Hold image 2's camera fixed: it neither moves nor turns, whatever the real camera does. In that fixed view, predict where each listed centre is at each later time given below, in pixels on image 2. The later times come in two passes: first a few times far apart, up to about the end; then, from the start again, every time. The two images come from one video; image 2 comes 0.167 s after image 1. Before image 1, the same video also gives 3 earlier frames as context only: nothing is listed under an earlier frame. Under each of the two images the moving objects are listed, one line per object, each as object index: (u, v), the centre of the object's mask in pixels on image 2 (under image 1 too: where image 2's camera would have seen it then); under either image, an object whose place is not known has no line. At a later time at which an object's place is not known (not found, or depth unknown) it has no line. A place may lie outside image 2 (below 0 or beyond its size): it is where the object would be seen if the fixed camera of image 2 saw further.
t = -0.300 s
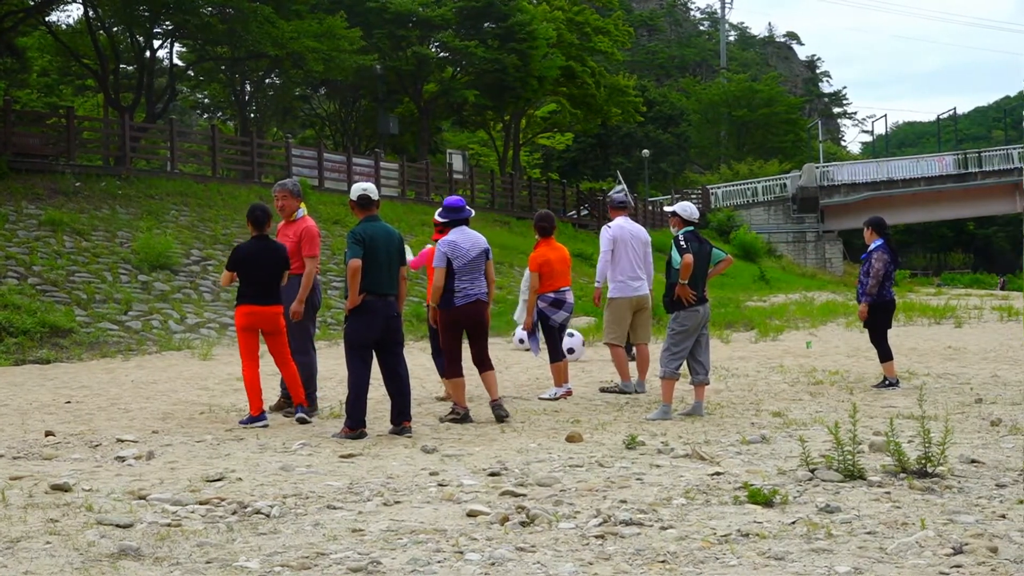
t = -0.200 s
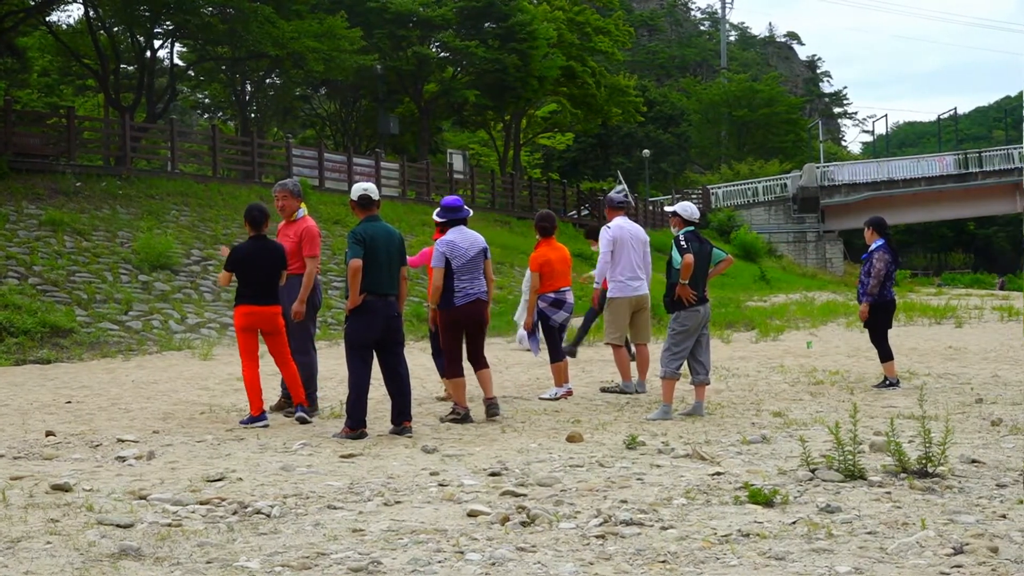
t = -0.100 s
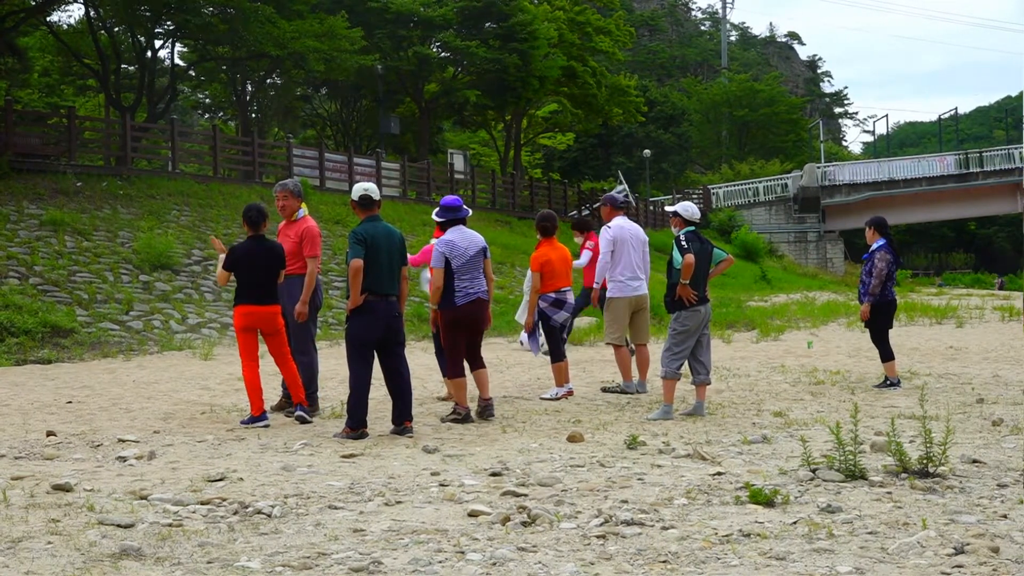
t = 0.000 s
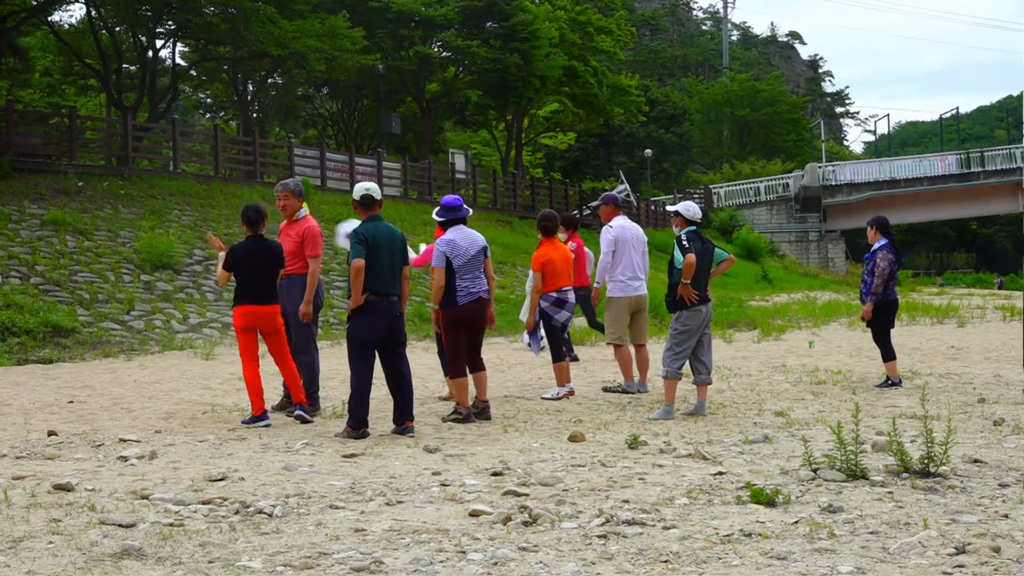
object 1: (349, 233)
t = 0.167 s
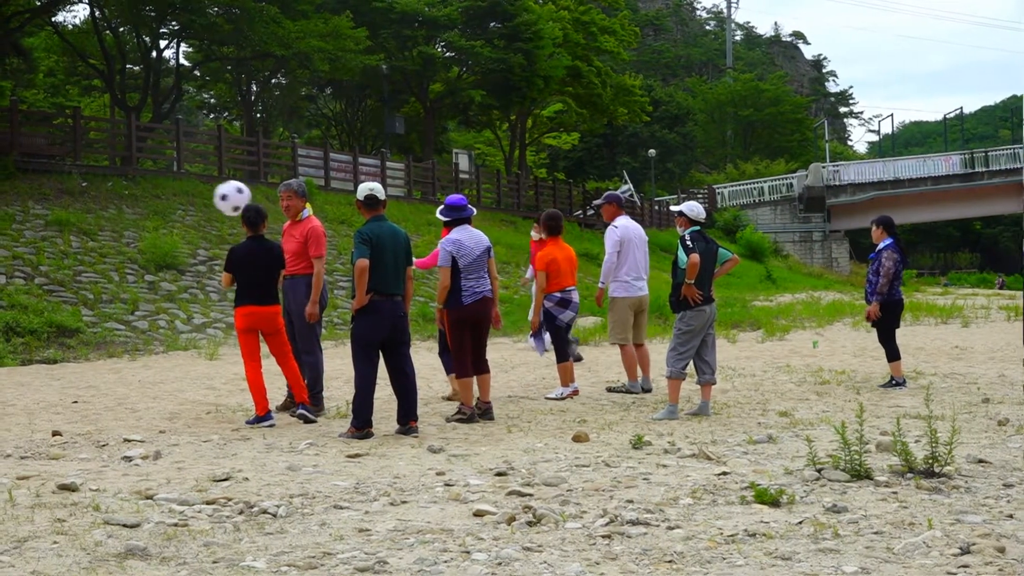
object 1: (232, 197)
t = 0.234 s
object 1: (191, 192)
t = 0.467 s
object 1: (69, 198)
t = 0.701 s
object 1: (-25, 245)
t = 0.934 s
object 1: (-92, 329)
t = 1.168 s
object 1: (-130, 340)
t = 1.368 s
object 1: (-144, 305)
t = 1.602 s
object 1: (-159, 301)
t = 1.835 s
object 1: (-170, 338)
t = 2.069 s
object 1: (-178, 358)
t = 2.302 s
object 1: (-185, 340)
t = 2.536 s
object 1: (-190, 360)
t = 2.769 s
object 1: (-197, 364)
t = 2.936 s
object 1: (-204, 365)
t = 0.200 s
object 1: (211, 194)
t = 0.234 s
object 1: (191, 192)
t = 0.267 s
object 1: (172, 190)
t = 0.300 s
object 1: (154, 190)
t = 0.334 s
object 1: (136, 190)
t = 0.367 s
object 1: (118, 191)
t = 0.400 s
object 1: (102, 192)
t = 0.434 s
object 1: (86, 195)
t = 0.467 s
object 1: (69, 198)
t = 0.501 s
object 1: (54, 202)
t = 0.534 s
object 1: (40, 207)
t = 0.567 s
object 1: (25, 213)
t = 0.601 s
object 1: (12, 219)
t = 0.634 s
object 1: (-1, 227)
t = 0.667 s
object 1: (-14, 236)
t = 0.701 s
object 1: (-25, 245)
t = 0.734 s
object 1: (-36, 254)
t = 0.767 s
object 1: (-46, 266)
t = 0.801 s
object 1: (-57, 277)
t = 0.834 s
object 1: (-66, 289)
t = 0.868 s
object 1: (-75, 301)
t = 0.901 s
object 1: (-84, 315)
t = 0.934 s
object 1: (-92, 329)
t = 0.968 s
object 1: (-100, 343)
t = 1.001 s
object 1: (-108, 357)
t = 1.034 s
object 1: (-115, 372)
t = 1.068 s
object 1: (-120, 370)
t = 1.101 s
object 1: (-123, 357)
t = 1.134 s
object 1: (-127, 348)
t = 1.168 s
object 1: (-130, 340)
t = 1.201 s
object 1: (-132, 332)
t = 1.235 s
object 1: (-135, 325)
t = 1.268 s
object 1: (-137, 319)
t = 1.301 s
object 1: (-140, 313)
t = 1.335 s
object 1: (-142, 308)
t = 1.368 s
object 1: (-144, 305)
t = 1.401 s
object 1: (-146, 302)
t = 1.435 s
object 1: (-149, 300)
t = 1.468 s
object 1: (-151, 298)
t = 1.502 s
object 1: (-153, 298)
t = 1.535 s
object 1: (-155, 298)
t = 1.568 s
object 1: (-156, 300)
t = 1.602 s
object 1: (-159, 301)
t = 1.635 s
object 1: (-160, 304)
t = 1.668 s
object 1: (-162, 308)
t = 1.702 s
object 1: (-163, 312)
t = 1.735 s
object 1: (-165, 318)
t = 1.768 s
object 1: (-166, 324)
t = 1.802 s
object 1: (-168, 331)
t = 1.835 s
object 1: (-170, 338)
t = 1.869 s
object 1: (-171, 346)
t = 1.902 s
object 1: (-173, 355)
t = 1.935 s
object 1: (-173, 365)
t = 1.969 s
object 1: (-174, 376)
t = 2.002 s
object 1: (-176, 372)
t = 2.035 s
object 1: (-177, 364)
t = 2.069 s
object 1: (-178, 358)
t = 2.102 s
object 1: (-179, 353)
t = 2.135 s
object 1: (-180, 349)
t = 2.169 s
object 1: (-182, 346)
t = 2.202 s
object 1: (-183, 343)
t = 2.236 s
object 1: (-183, 341)
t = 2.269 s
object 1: (-185, 340)
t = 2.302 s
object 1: (-185, 340)
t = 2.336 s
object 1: (-186, 340)
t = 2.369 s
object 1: (-187, 341)
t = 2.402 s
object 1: (-187, 343)
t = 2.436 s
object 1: (-188, 346)
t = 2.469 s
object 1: (-189, 350)
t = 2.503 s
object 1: (-190, 355)
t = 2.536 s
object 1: (-190, 360)
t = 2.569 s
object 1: (-190, 366)
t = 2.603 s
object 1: (-191, 373)
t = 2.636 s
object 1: (-192, 378)
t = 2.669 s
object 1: (-193, 373)
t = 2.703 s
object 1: (-195, 370)
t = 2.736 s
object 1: (-196, 366)
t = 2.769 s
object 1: (-197, 364)
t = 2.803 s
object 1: (-199, 363)
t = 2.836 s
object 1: (-200, 363)
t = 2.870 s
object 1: (-201, 362)
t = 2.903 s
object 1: (-202, 363)
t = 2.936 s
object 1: (-204, 365)
